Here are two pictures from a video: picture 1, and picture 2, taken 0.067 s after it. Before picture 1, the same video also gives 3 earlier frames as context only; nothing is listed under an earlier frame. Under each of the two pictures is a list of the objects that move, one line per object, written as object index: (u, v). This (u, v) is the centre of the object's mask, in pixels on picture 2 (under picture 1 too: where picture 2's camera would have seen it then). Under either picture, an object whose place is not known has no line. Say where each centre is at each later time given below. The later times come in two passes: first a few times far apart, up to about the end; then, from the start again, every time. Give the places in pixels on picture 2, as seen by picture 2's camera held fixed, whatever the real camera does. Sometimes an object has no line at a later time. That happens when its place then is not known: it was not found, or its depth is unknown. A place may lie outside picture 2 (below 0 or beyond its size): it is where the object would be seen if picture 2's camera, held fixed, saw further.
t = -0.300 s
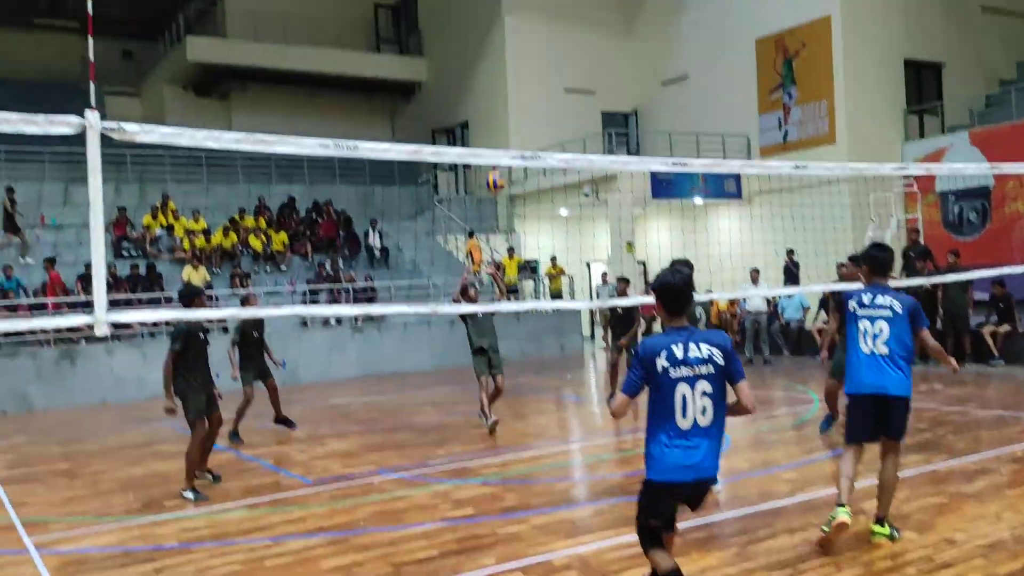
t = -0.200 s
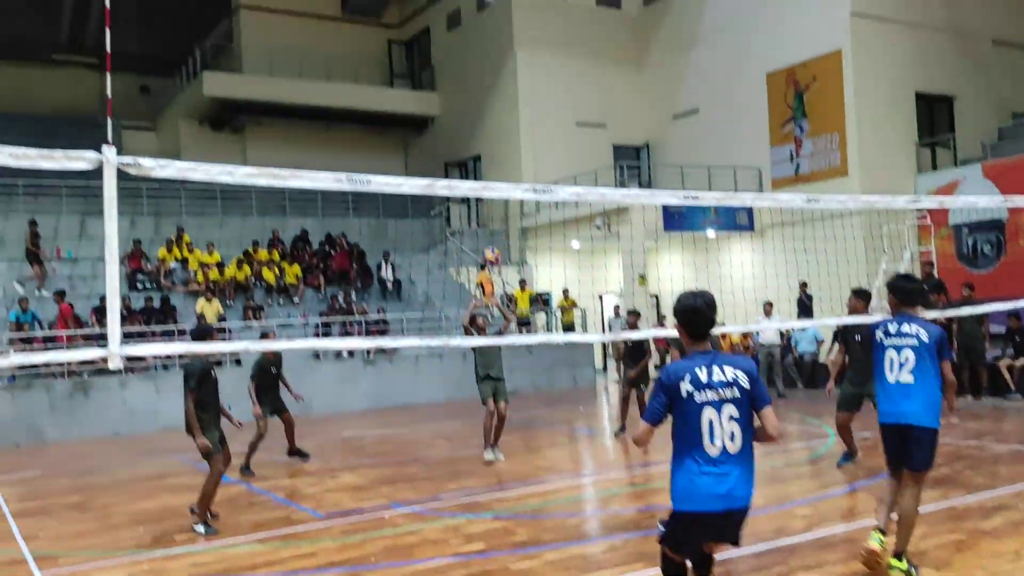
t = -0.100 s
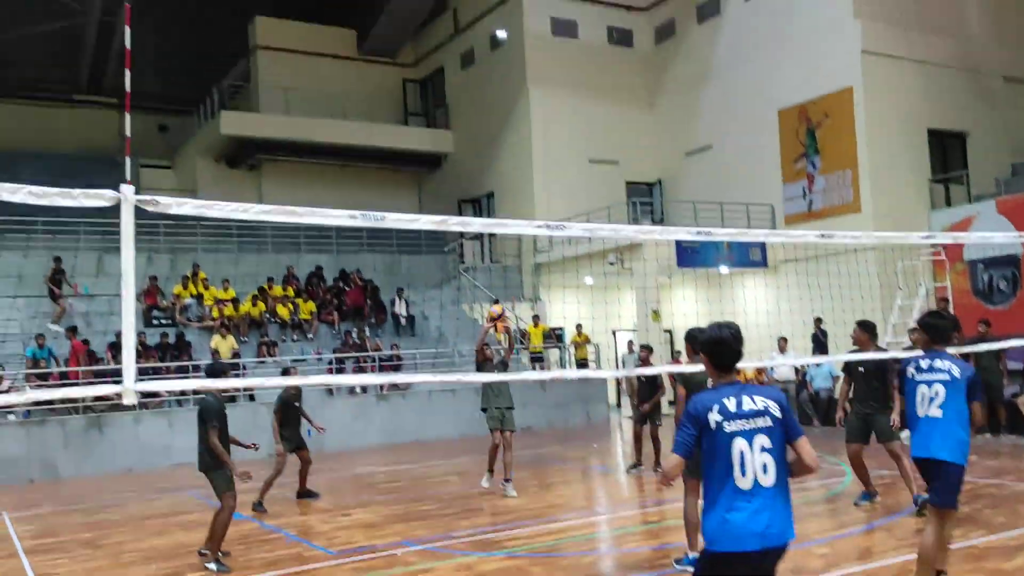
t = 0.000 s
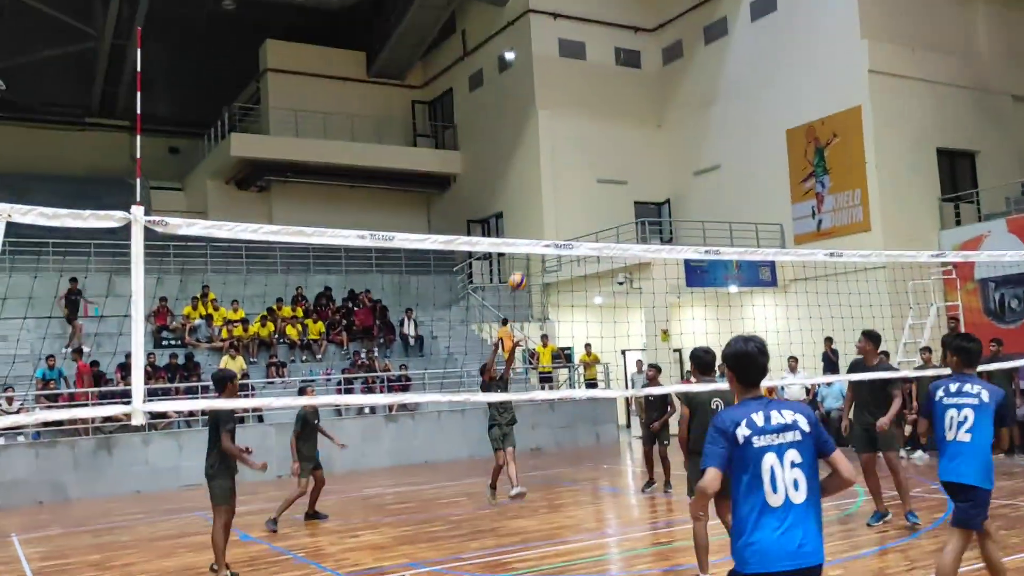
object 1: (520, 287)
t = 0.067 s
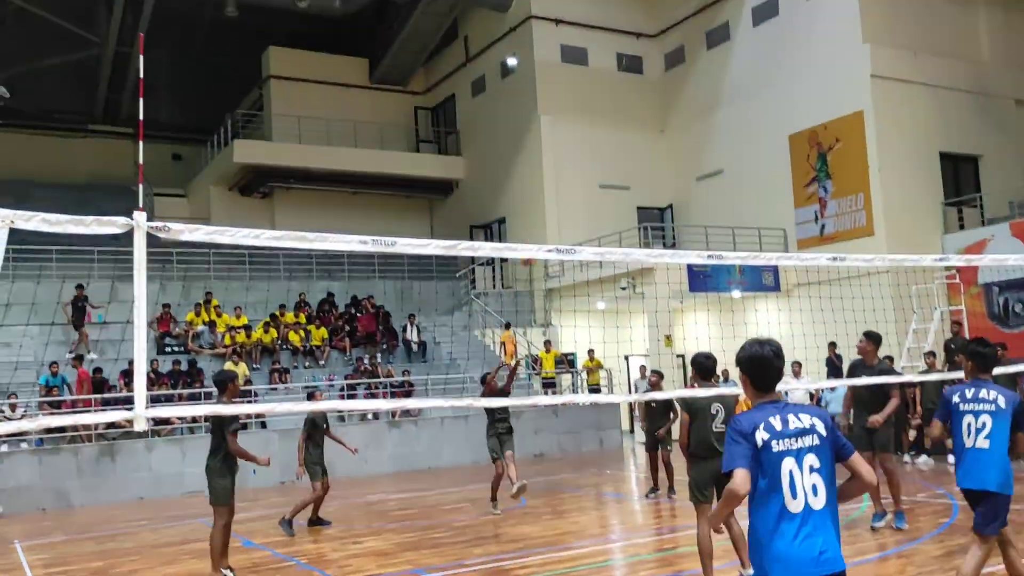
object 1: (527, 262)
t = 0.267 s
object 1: (553, 180)
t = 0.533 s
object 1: (590, 127)
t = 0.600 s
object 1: (601, 122)
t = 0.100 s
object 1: (532, 238)
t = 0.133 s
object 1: (537, 228)
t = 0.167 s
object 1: (540, 214)
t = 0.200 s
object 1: (544, 202)
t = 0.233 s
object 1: (548, 191)
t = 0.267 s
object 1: (553, 180)
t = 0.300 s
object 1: (556, 170)
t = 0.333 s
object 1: (561, 162)
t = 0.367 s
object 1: (566, 154)
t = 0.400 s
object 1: (571, 147)
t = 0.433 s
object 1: (575, 141)
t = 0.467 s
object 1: (580, 135)
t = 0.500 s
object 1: (585, 131)
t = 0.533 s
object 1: (590, 127)
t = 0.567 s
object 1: (595, 124)
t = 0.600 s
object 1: (601, 122)
